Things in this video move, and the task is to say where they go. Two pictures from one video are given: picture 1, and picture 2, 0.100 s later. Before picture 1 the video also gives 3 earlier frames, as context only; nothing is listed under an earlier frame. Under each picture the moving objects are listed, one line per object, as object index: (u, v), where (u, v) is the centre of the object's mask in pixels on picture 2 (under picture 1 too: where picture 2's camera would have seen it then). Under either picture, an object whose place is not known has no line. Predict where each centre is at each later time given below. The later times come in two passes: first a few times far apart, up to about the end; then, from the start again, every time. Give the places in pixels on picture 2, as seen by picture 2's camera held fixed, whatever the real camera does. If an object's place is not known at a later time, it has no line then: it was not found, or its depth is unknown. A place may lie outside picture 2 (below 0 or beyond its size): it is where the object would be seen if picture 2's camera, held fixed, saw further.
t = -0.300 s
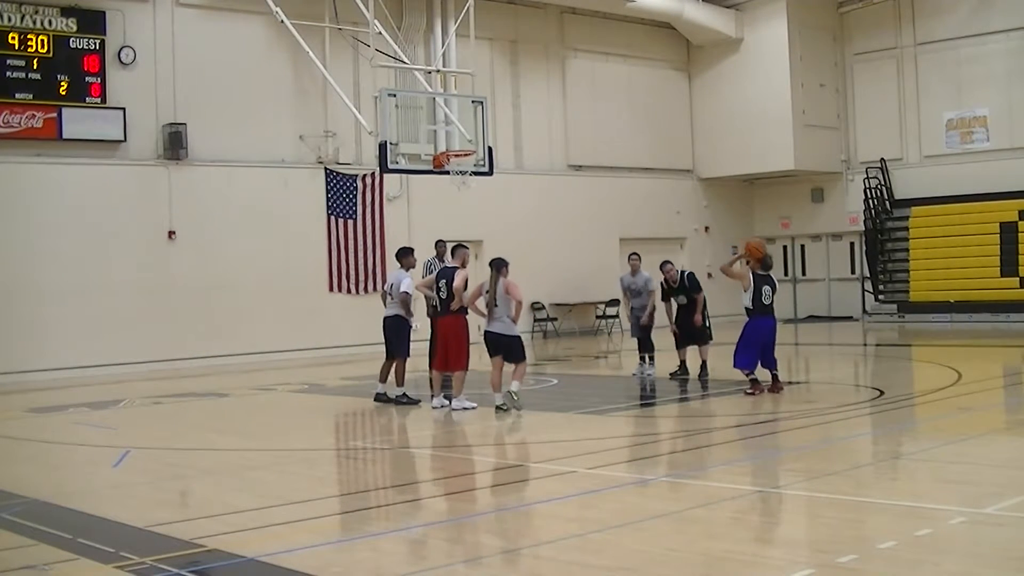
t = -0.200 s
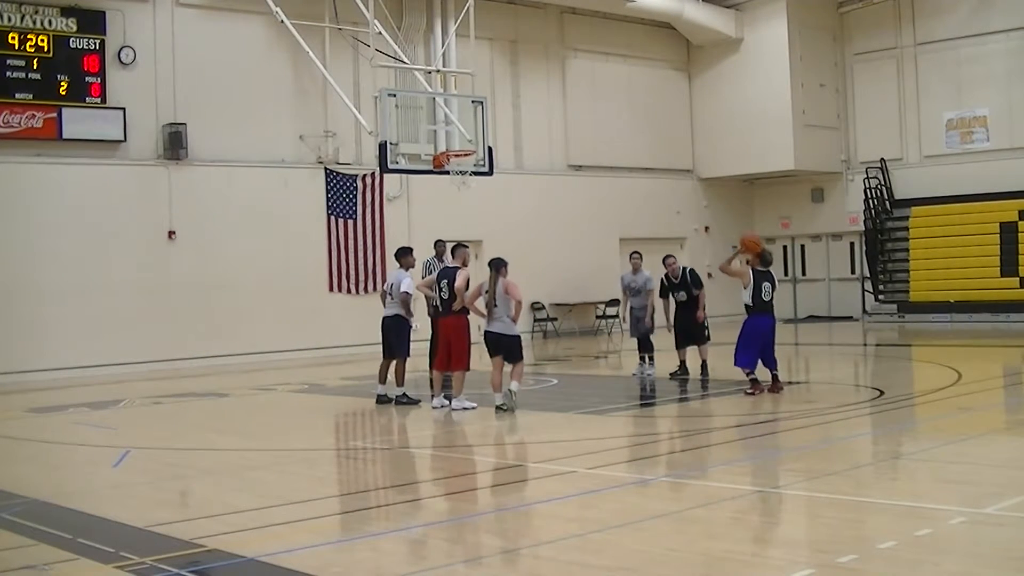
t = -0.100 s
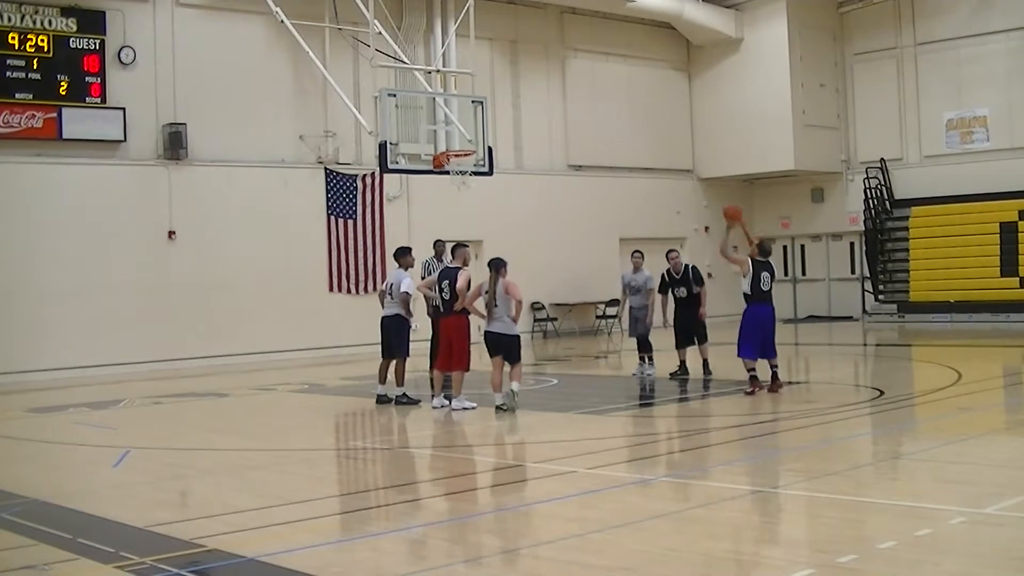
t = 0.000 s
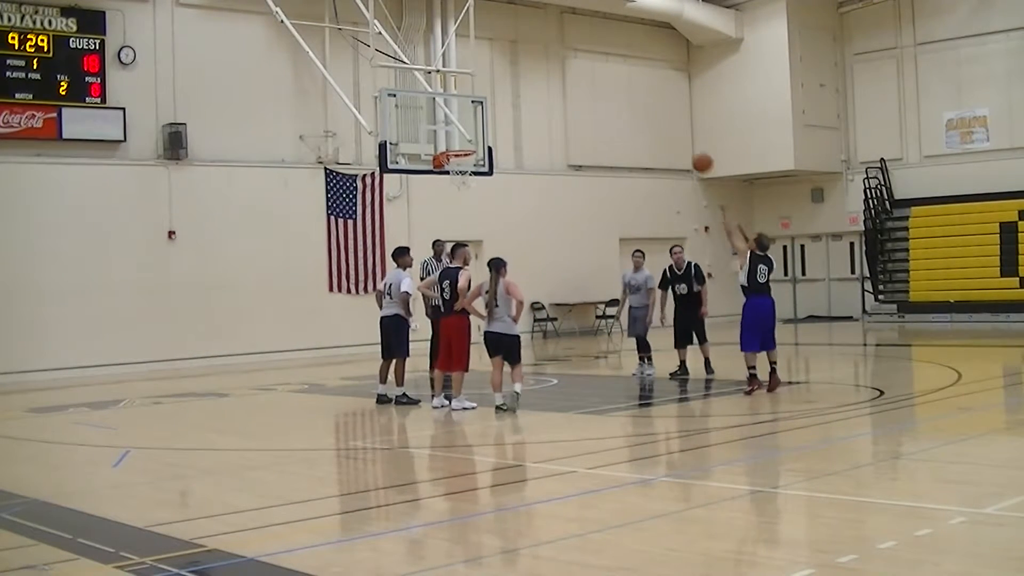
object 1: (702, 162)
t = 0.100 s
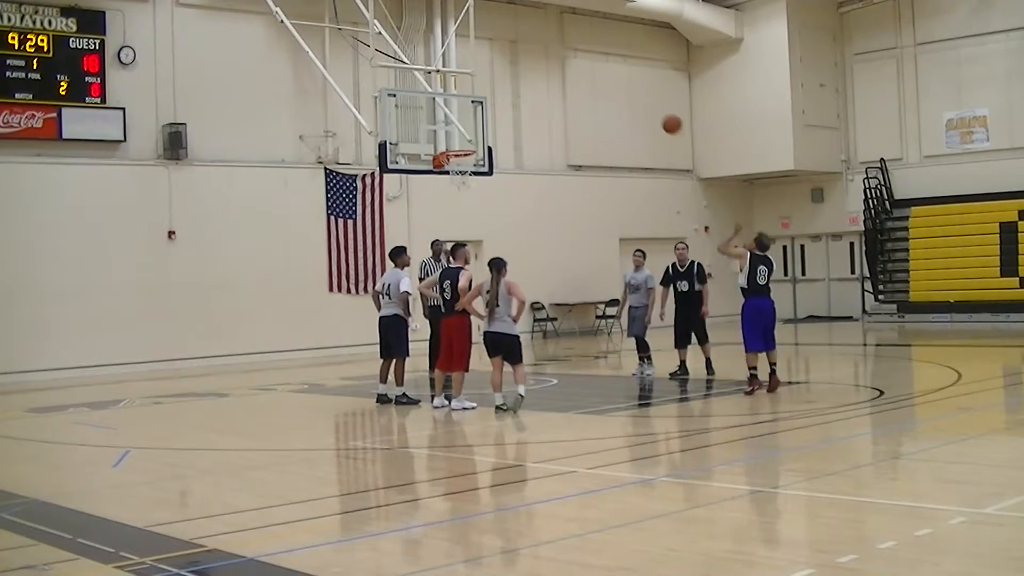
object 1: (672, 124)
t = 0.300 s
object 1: (615, 76)
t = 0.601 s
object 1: (541, 69)
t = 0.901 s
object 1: (477, 129)
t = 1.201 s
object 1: (441, 128)
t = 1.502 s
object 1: (450, 120)
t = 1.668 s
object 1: (457, 143)
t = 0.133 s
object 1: (662, 113)
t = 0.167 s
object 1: (652, 103)
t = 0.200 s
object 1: (643, 95)
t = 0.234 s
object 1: (633, 88)
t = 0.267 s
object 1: (624, 81)
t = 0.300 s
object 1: (615, 76)
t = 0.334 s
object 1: (607, 71)
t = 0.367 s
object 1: (598, 68)
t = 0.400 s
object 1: (589, 66)
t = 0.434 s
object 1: (581, 64)
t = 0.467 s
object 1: (572, 63)
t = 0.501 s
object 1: (564, 63)
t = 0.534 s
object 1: (557, 64)
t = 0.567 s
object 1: (549, 66)
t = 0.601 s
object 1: (541, 69)
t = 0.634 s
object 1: (533, 72)
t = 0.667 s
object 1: (526, 77)
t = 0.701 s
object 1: (518, 82)
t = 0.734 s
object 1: (511, 88)
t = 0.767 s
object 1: (504, 94)
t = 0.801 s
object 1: (497, 102)
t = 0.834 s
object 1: (491, 110)
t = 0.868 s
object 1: (484, 119)
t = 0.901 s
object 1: (477, 129)
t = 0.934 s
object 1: (470, 140)
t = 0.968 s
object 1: (465, 142)
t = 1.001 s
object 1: (460, 143)
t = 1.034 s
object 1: (454, 143)
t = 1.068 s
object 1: (449, 144)
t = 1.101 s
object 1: (446, 143)
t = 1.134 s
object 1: (444, 137)
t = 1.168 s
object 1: (443, 133)
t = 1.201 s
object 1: (441, 128)
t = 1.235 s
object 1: (441, 125)
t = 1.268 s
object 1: (442, 121)
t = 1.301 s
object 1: (443, 119)
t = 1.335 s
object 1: (444, 117)
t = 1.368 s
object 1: (445, 116)
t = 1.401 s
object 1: (446, 116)
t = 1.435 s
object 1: (448, 116)
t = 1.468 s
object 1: (449, 118)
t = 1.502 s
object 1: (450, 120)
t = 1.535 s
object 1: (451, 123)
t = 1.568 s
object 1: (452, 127)
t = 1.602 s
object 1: (454, 132)
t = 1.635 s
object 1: (455, 137)
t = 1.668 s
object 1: (457, 143)
